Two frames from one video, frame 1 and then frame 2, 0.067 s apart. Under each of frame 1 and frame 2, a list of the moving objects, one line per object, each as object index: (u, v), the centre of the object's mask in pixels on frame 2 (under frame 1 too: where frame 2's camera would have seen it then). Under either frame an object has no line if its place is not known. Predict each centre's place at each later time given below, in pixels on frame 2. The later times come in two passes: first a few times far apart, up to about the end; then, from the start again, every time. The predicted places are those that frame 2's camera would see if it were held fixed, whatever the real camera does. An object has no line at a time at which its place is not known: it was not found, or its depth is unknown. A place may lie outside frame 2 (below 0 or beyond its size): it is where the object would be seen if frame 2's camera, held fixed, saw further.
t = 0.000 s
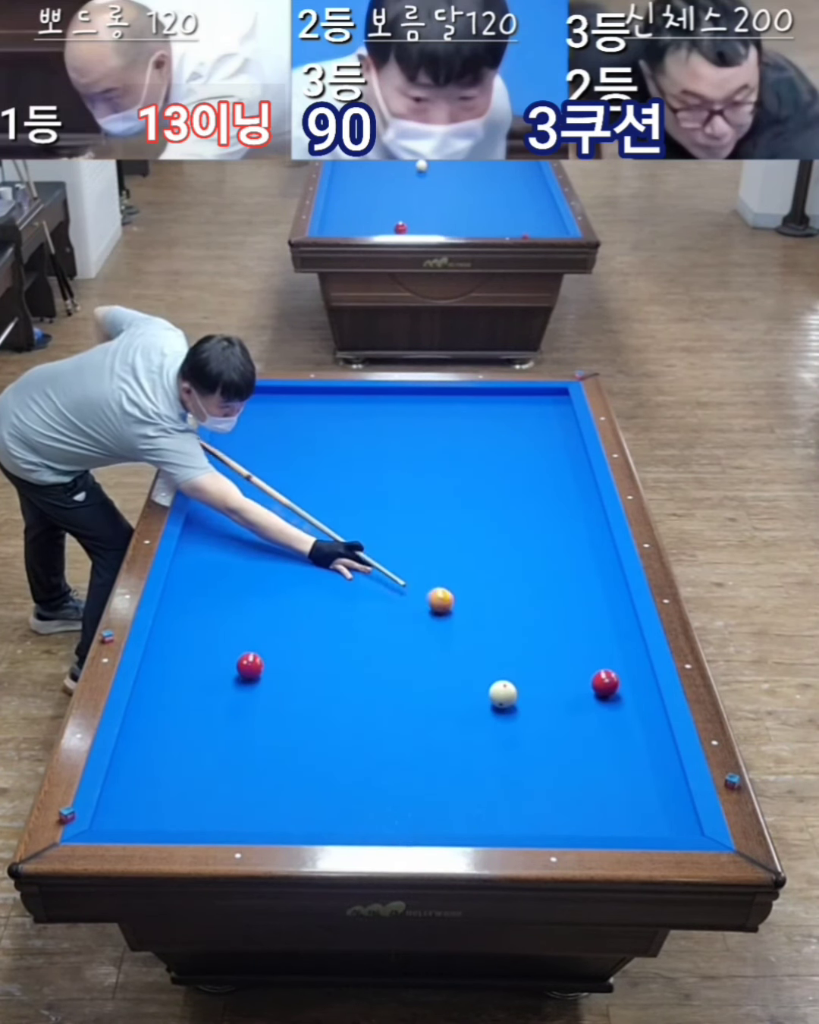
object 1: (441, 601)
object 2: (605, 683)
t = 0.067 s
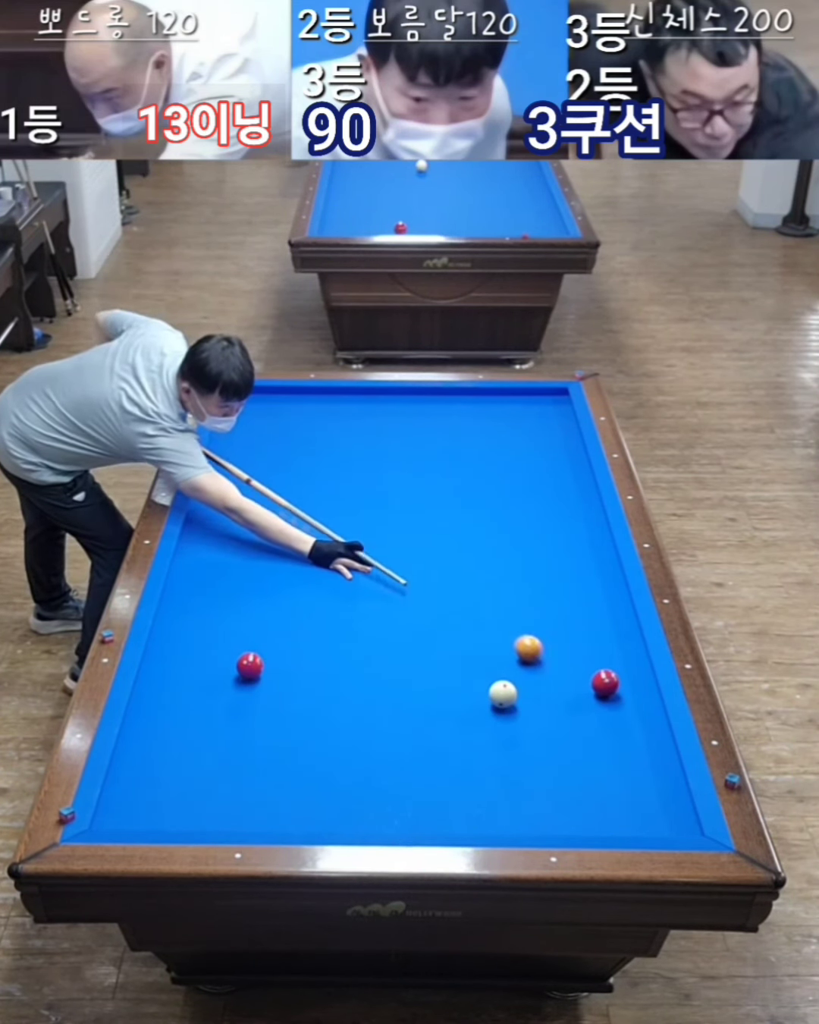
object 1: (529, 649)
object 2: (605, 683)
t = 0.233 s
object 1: (557, 723)
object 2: (579, 705)
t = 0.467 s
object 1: (474, 823)
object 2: (481, 715)
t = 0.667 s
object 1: (379, 773)
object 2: (398, 722)
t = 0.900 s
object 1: (272, 731)
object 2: (316, 721)
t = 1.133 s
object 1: (158, 707)
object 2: (260, 707)
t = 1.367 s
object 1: (196, 680)
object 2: (217, 696)
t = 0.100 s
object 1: (573, 673)
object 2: (605, 683)
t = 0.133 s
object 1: (574, 687)
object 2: (648, 694)
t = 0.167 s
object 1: (570, 698)
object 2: (621, 699)
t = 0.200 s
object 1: (568, 708)
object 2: (595, 703)
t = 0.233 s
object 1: (557, 723)
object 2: (579, 705)
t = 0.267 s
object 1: (545, 737)
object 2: (565, 706)
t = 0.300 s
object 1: (534, 751)
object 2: (551, 707)
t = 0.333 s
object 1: (523, 765)
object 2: (536, 709)
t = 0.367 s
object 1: (511, 780)
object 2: (522, 710)
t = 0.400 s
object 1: (499, 796)
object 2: (508, 712)
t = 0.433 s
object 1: (487, 811)
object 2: (495, 713)
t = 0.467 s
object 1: (474, 823)
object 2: (481, 715)
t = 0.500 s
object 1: (457, 816)
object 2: (466, 716)
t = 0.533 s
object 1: (441, 806)
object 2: (452, 717)
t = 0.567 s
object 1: (425, 798)
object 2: (439, 718)
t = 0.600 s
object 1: (409, 789)
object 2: (425, 720)
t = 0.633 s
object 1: (394, 781)
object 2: (411, 721)
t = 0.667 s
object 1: (379, 773)
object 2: (398, 722)
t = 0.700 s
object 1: (365, 765)
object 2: (384, 723)
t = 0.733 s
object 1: (351, 758)
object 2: (370, 725)
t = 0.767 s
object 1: (337, 751)
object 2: (357, 726)
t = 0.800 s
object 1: (323, 743)
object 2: (344, 726)
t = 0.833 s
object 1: (307, 738)
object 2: (333, 726)
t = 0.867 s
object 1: (289, 734)
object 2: (325, 724)
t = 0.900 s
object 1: (272, 731)
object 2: (316, 721)
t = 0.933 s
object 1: (255, 728)
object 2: (308, 719)
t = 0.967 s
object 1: (238, 724)
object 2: (300, 717)
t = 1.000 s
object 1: (222, 720)
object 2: (292, 715)
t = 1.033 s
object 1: (205, 717)
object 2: (284, 713)
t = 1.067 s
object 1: (189, 713)
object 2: (276, 711)
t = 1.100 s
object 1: (173, 710)
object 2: (268, 709)
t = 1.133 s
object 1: (158, 707)
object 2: (260, 707)
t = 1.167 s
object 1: (142, 703)
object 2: (253, 706)
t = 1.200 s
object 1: (155, 699)
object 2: (246, 704)
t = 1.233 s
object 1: (165, 696)
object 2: (238, 702)
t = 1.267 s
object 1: (174, 693)
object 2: (231, 700)
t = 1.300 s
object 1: (184, 689)
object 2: (224, 698)
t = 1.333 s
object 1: (193, 686)
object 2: (218, 695)
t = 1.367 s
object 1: (196, 680)
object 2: (217, 696)
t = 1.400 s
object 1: (199, 675)
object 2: (217, 696)
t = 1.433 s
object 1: (202, 670)
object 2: (217, 696)
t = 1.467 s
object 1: (205, 665)
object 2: (217, 697)
